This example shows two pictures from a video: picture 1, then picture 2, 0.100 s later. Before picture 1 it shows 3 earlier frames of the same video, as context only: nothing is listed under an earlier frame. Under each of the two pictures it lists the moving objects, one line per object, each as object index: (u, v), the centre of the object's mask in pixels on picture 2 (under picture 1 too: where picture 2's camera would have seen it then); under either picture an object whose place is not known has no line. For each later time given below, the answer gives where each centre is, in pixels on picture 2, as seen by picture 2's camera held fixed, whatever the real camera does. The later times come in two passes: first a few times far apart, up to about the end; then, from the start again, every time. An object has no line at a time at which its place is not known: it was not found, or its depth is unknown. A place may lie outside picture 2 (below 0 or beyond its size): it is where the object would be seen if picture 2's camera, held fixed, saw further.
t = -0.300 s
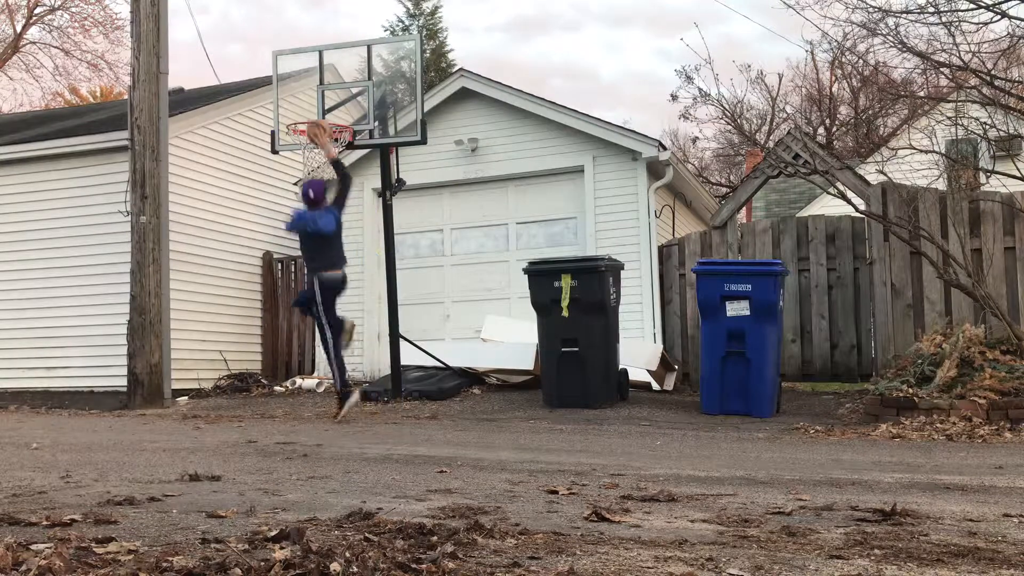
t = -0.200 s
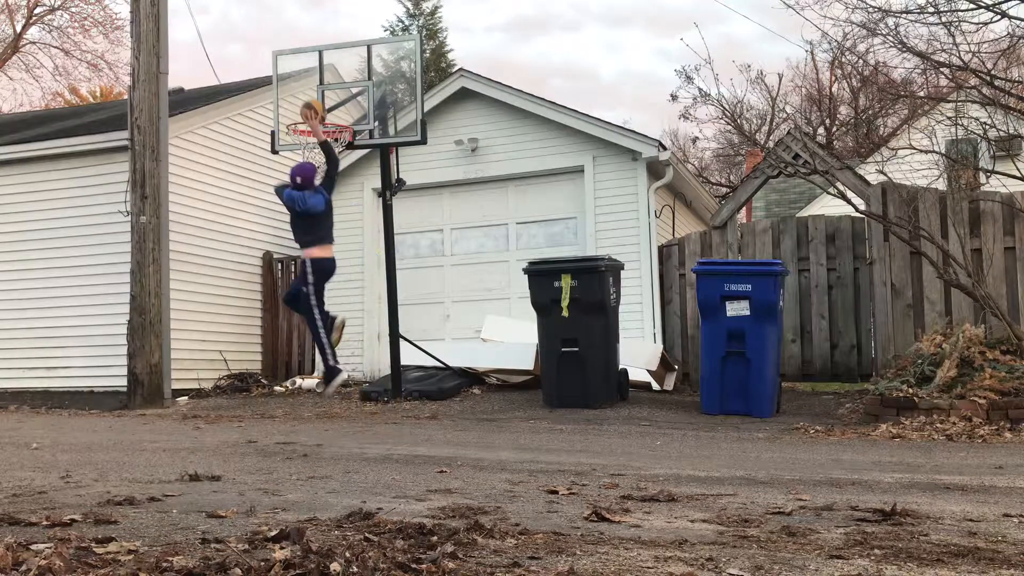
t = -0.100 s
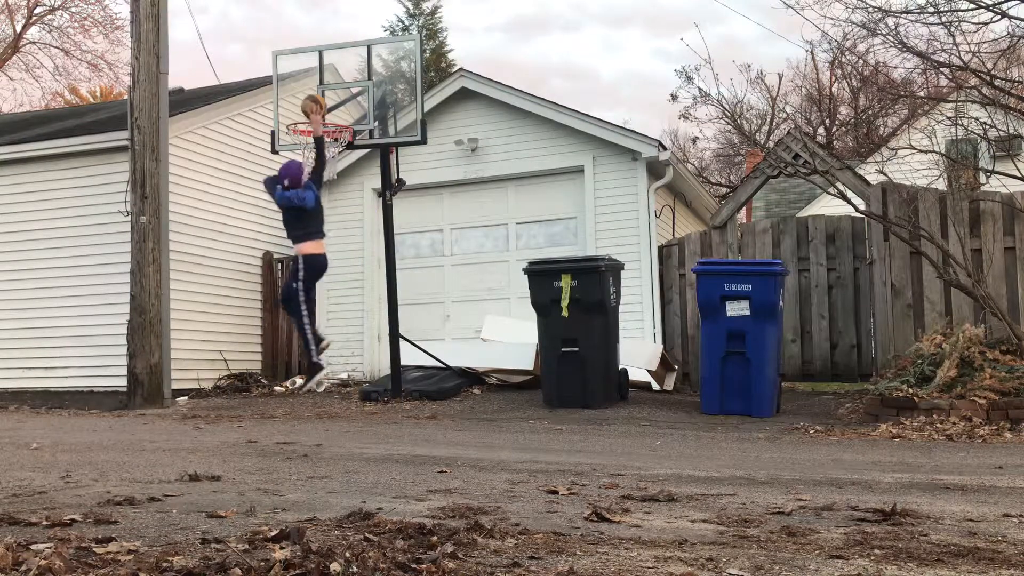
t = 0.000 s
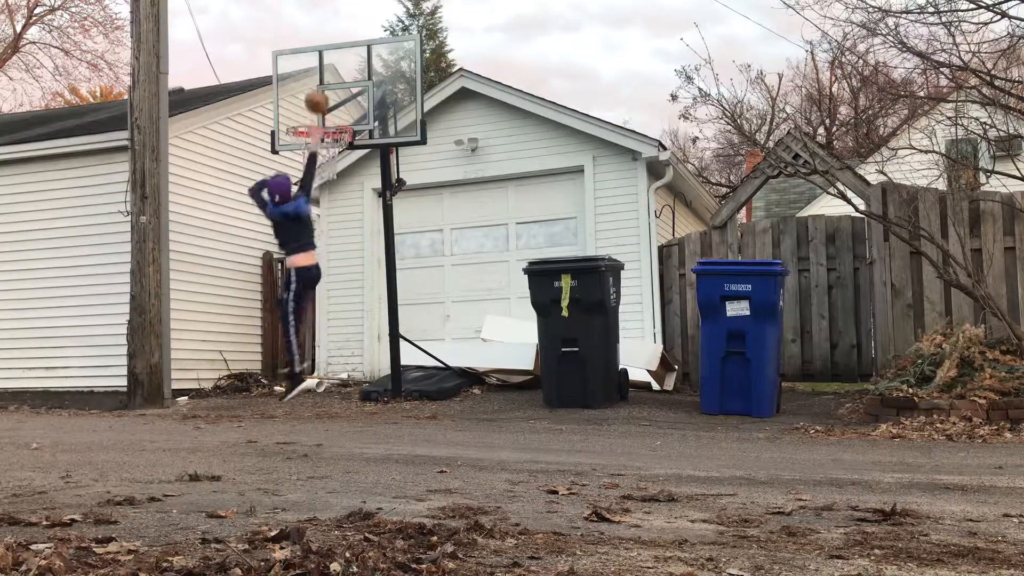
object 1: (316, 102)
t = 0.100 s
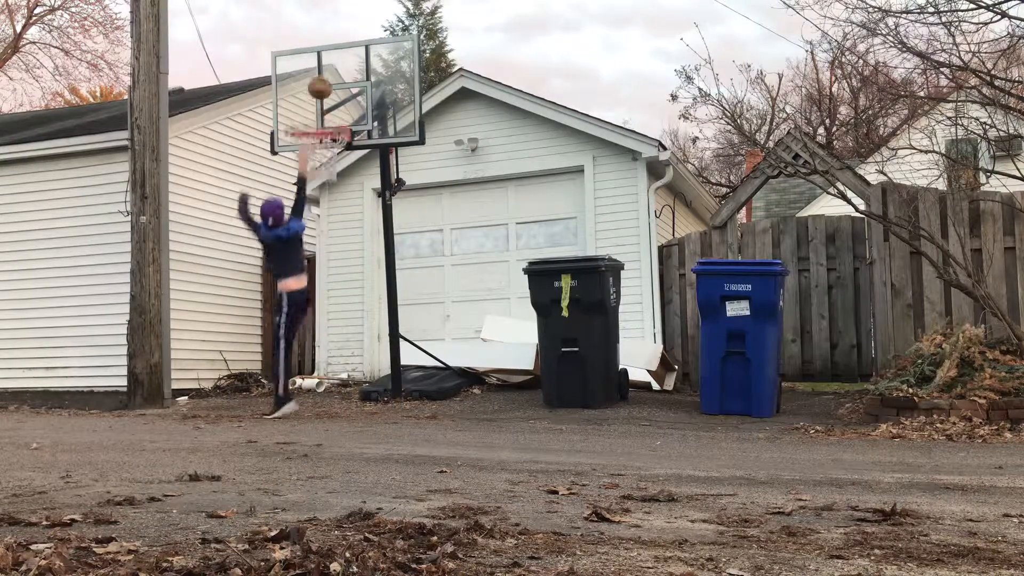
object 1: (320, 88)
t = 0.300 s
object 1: (325, 96)
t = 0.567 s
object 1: (307, 106)
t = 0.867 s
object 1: (271, 114)
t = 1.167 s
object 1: (227, 192)
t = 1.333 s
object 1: (202, 293)
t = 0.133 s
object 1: (321, 86)
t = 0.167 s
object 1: (321, 85)
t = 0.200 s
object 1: (322, 86)
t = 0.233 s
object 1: (323, 88)
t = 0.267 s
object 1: (324, 92)
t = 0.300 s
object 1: (325, 96)
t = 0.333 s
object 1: (326, 102)
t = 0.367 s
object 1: (327, 110)
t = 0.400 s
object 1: (325, 115)
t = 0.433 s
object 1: (322, 117)
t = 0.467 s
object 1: (318, 117)
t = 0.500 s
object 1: (314, 113)
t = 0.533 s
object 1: (311, 110)
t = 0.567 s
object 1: (307, 106)
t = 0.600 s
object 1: (304, 105)
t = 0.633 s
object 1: (300, 104)
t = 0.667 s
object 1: (296, 105)
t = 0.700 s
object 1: (293, 107)
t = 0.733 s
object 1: (289, 110)
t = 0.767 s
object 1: (285, 114)
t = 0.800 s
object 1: (280, 113)
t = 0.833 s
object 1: (276, 113)
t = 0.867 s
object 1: (271, 114)
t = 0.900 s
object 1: (266, 117)
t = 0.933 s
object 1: (261, 121)
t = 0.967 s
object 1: (257, 127)
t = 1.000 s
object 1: (252, 134)
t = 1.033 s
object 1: (247, 142)
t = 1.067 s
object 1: (242, 153)
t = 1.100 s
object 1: (237, 163)
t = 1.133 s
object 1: (233, 177)
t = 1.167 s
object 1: (227, 192)
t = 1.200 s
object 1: (222, 208)
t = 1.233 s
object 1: (218, 226)
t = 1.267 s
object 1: (213, 246)
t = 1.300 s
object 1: (208, 267)
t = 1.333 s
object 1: (202, 293)
